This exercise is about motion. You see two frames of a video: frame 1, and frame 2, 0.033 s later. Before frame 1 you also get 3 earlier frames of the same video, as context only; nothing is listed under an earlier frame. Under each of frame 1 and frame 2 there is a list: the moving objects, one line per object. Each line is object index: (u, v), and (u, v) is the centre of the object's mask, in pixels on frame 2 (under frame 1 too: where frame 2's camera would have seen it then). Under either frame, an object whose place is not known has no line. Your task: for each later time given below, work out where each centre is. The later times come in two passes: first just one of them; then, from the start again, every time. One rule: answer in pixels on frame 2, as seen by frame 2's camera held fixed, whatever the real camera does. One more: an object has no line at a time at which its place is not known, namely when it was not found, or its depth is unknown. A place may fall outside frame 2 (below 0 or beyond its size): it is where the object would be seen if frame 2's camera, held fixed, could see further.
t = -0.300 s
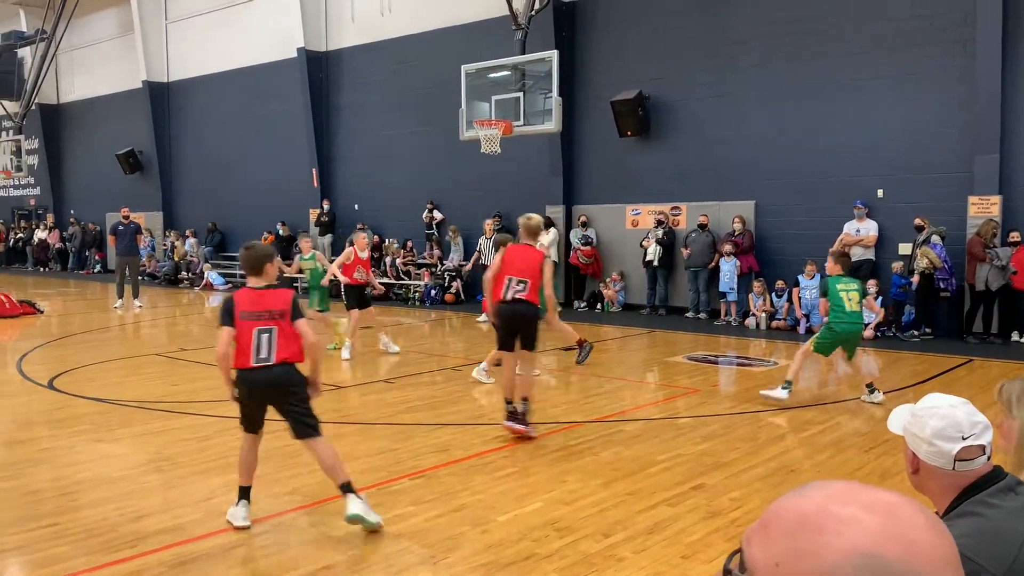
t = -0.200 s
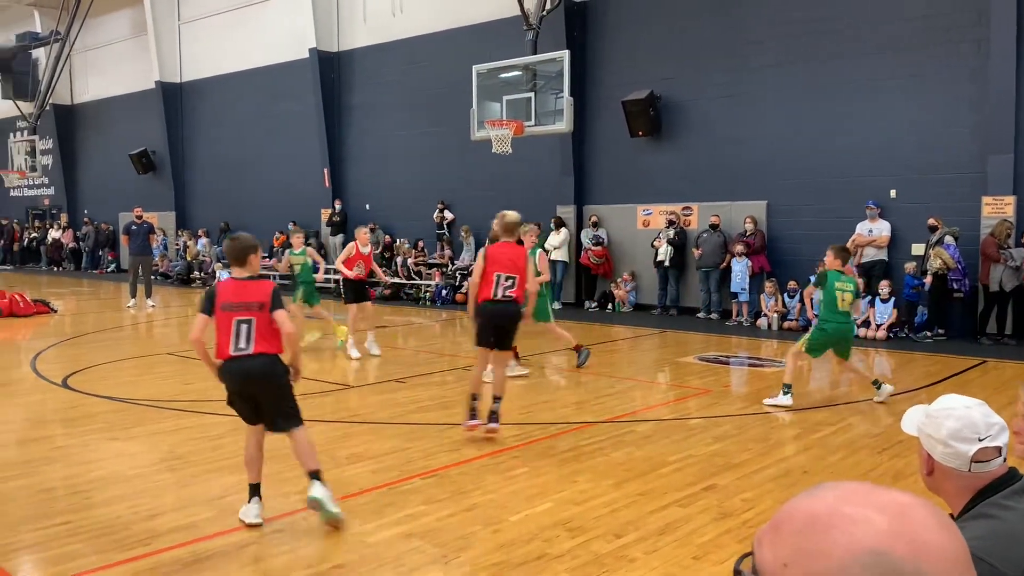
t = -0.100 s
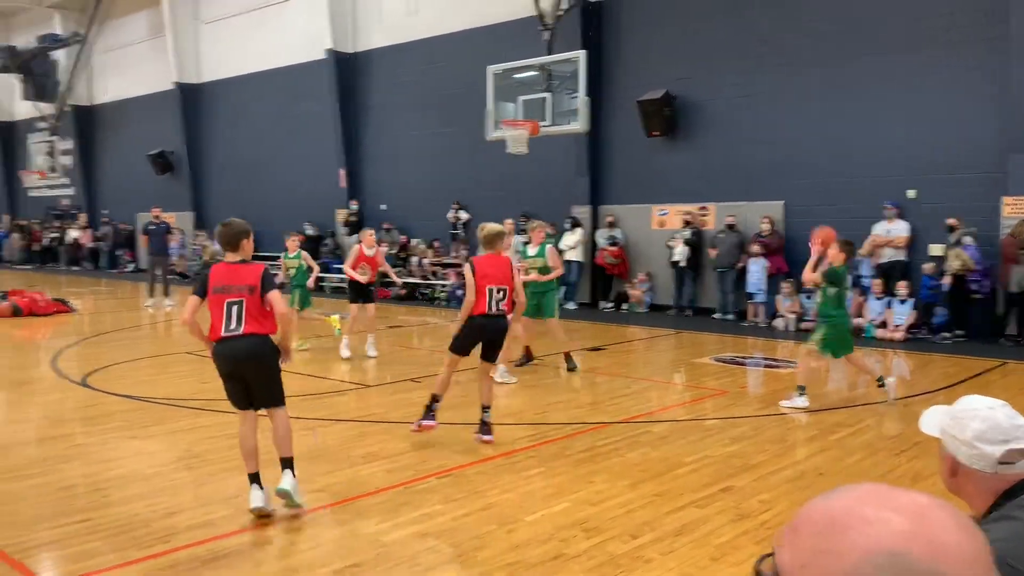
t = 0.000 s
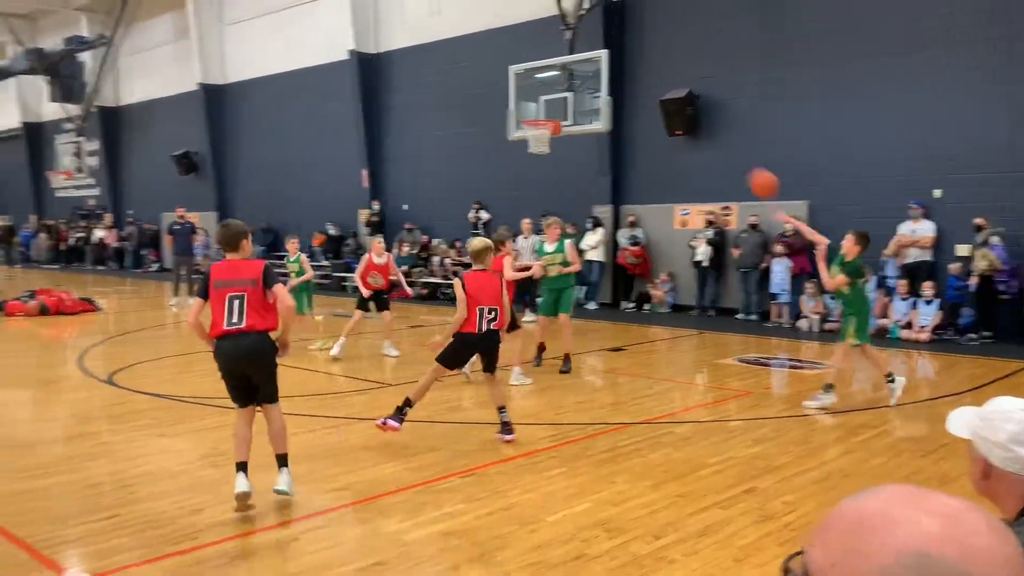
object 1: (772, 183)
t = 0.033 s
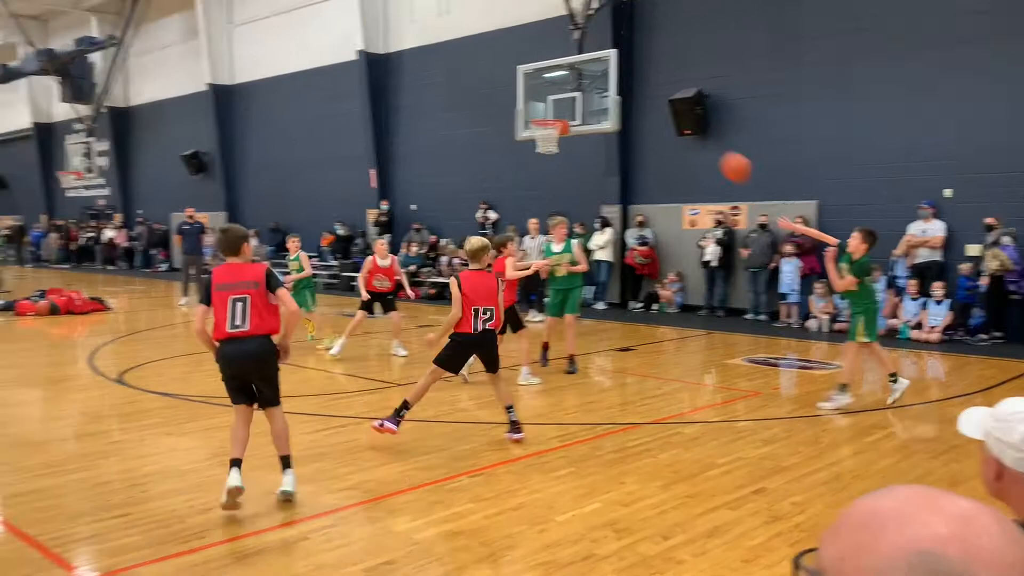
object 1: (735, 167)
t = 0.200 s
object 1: (556, 97)
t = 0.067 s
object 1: (700, 151)
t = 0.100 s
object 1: (665, 136)
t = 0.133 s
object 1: (630, 124)
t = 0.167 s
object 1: (594, 109)
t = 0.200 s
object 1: (556, 97)
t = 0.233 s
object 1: (519, 87)
